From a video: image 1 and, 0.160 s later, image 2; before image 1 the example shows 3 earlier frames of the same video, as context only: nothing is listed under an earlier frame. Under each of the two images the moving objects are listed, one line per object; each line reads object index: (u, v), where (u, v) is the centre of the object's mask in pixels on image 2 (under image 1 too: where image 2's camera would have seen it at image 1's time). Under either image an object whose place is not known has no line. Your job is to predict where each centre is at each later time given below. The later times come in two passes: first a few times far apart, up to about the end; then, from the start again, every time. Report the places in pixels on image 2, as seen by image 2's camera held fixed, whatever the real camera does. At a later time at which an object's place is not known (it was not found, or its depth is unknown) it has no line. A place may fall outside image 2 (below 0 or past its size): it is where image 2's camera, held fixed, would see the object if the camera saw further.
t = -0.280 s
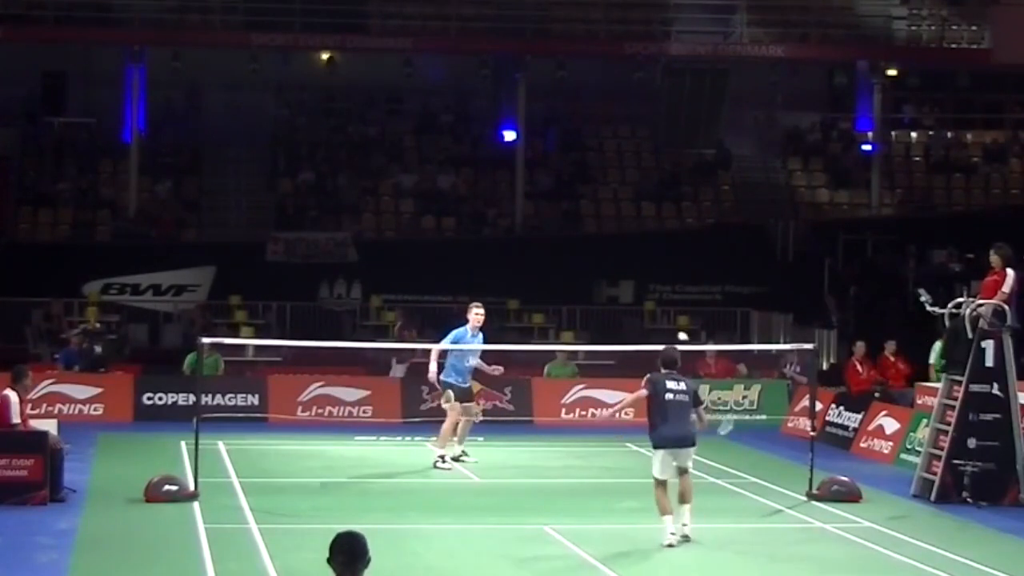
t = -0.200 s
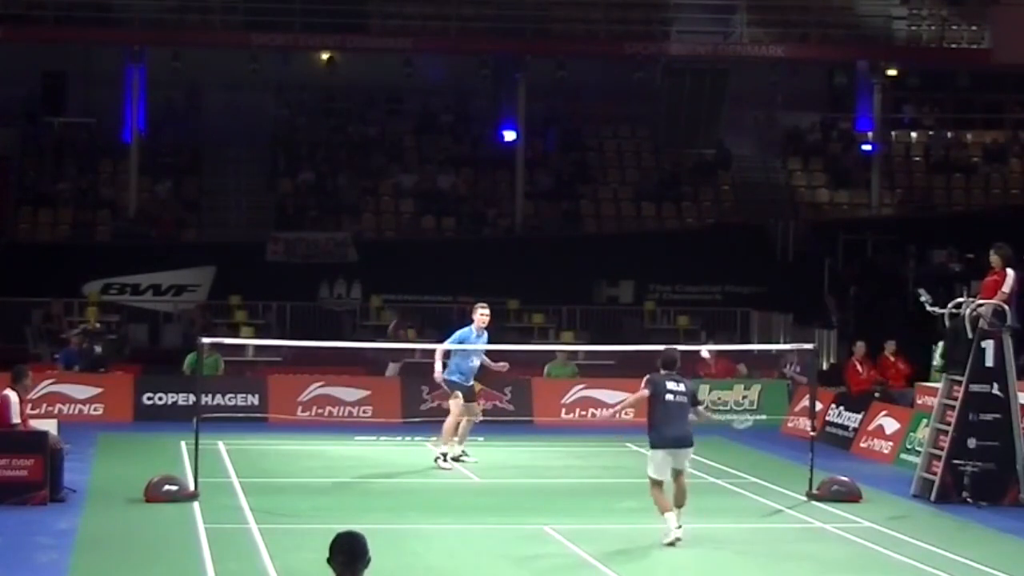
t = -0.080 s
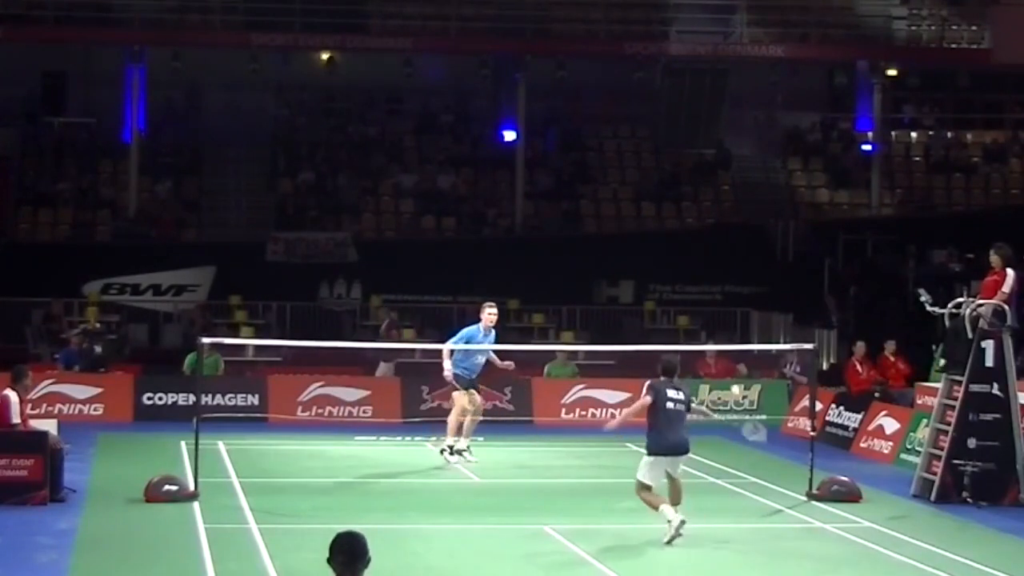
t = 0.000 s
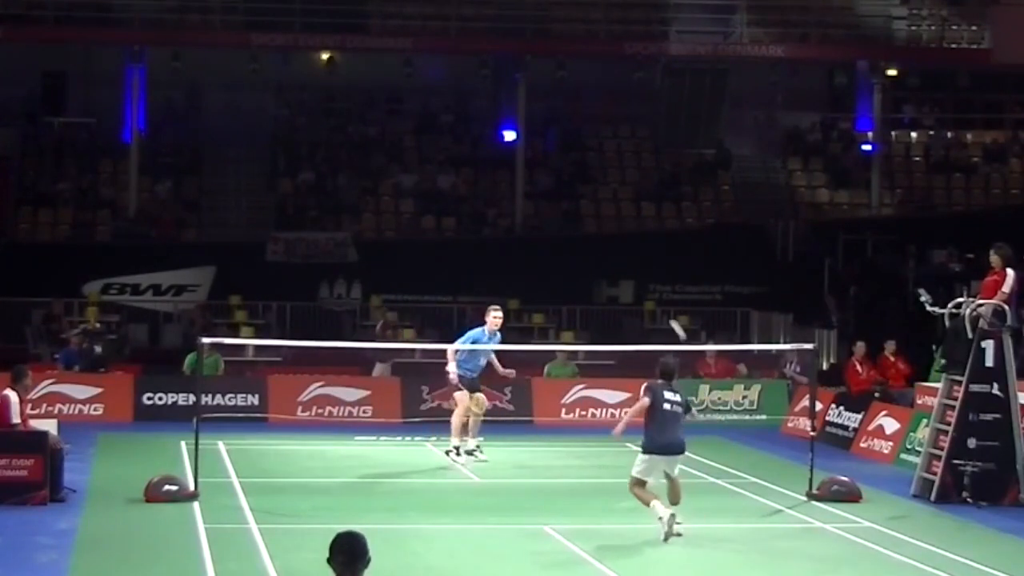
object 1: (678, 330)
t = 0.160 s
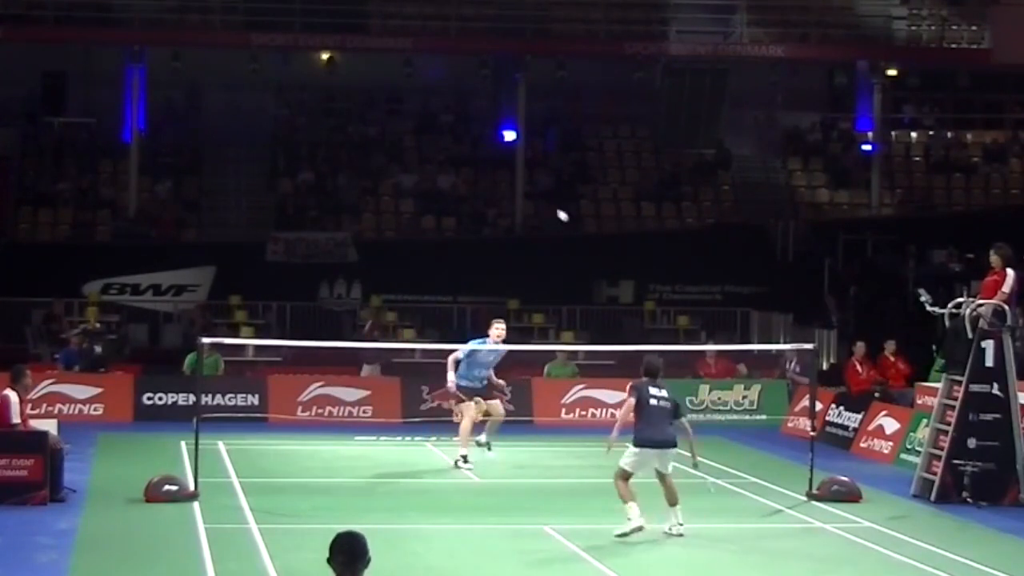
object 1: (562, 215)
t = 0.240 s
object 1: (527, 187)
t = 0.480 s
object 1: (455, 158)
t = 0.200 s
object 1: (544, 200)
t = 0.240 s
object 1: (527, 187)
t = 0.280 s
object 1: (511, 177)
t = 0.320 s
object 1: (499, 170)
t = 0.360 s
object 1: (486, 165)
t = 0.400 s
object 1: (475, 161)
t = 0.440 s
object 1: (465, 159)
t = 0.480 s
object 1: (455, 158)
